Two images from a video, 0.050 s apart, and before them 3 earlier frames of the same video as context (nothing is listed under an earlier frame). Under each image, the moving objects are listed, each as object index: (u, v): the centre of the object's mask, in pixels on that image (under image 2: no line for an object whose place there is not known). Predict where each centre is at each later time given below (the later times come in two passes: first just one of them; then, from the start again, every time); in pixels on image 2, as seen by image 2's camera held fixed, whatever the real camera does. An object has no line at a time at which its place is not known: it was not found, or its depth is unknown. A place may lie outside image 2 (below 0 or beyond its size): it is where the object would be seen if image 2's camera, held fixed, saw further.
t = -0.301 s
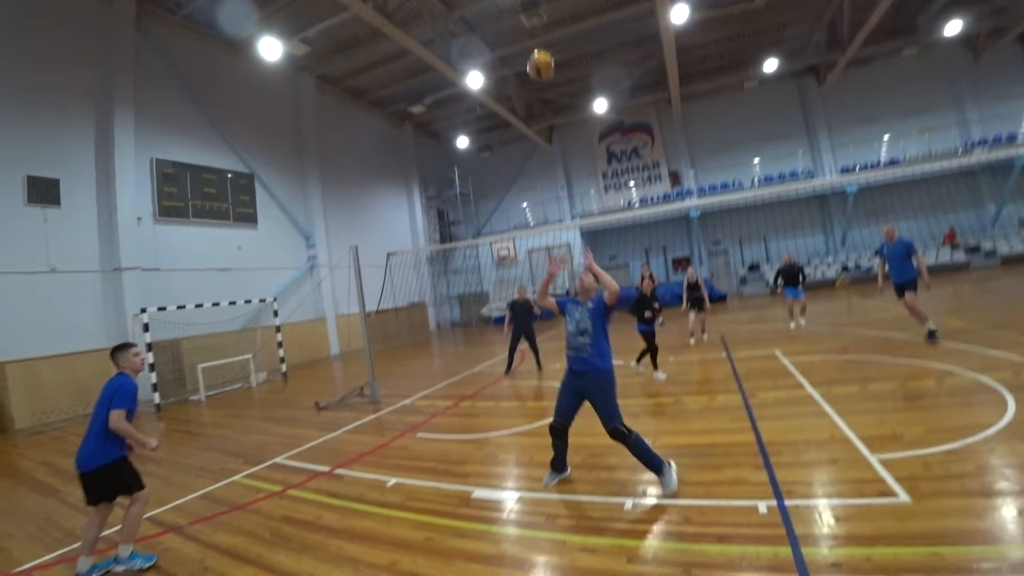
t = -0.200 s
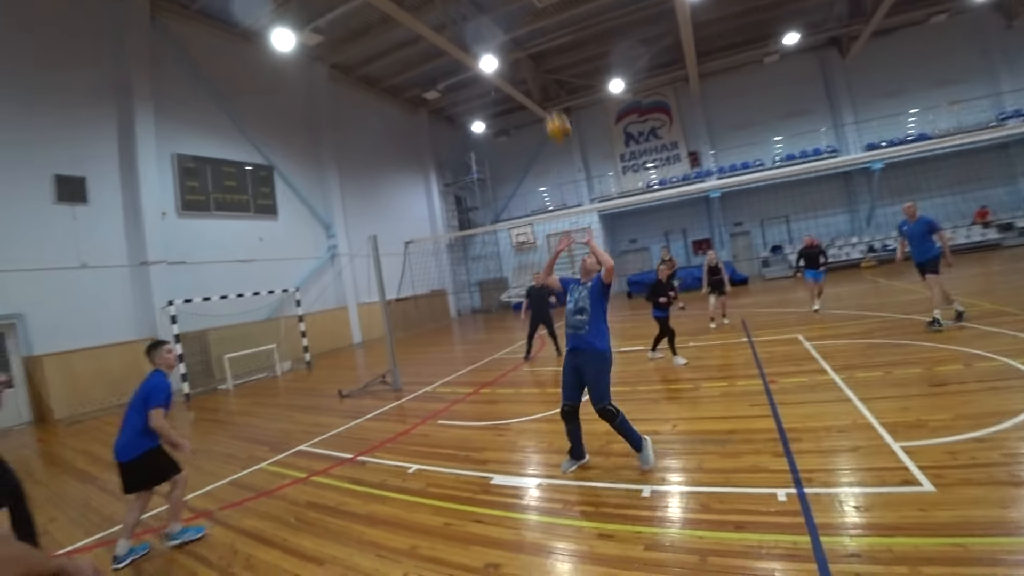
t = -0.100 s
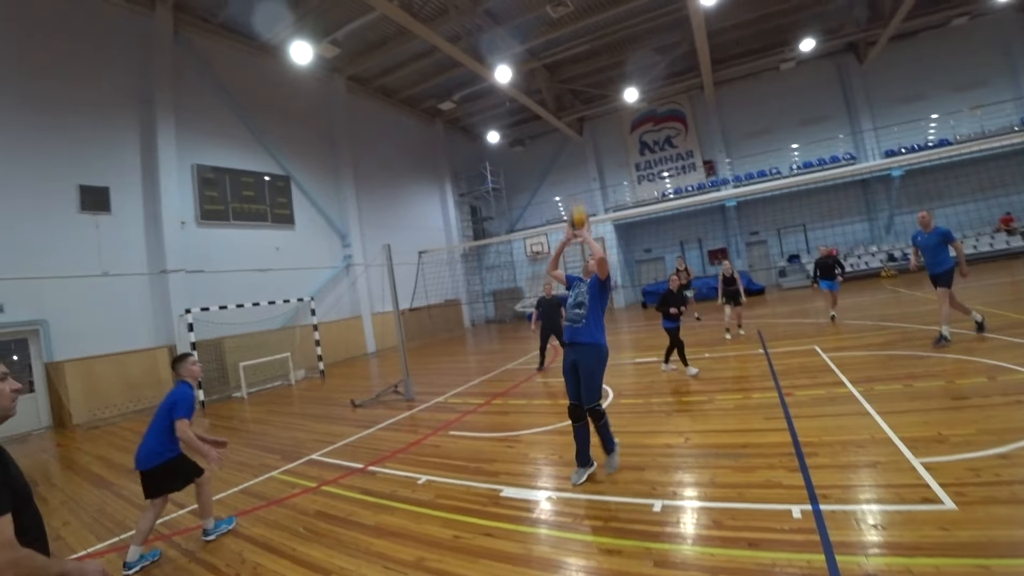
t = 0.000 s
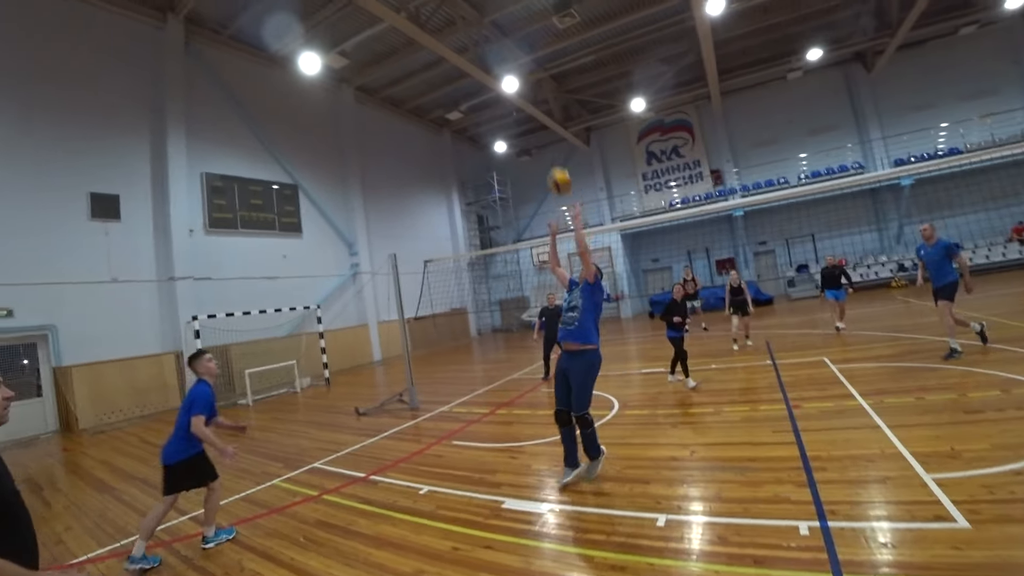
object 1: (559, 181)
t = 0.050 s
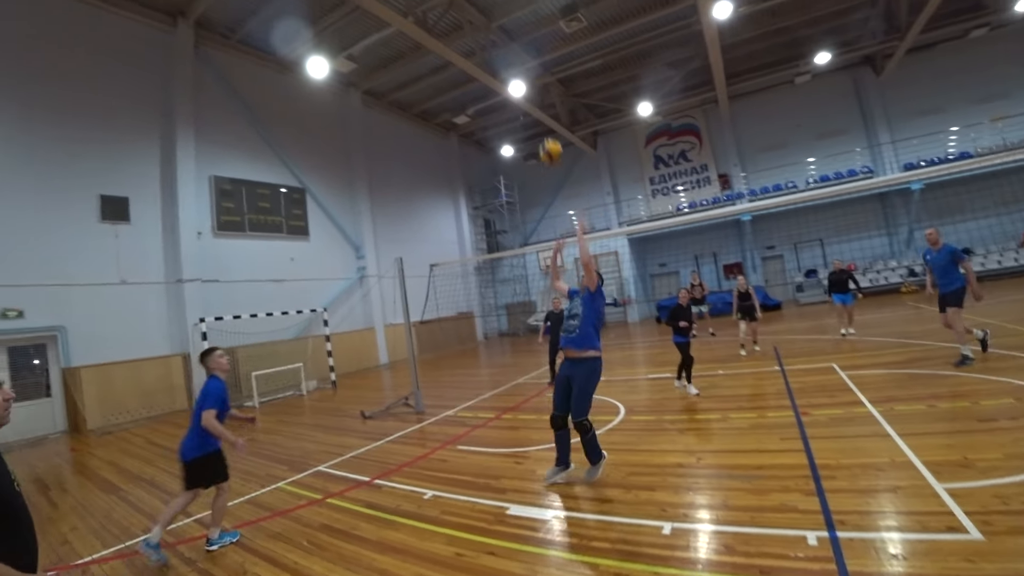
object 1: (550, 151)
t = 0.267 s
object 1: (501, 51)
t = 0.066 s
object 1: (546, 142)
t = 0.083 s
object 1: (542, 131)
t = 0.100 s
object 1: (537, 121)
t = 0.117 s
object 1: (533, 113)
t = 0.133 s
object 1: (529, 105)
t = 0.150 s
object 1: (526, 98)
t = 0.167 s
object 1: (522, 88)
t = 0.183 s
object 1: (518, 80)
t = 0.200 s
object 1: (514, 74)
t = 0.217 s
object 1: (511, 69)
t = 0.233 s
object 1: (507, 62)
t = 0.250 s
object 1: (504, 56)
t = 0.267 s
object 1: (501, 51)
